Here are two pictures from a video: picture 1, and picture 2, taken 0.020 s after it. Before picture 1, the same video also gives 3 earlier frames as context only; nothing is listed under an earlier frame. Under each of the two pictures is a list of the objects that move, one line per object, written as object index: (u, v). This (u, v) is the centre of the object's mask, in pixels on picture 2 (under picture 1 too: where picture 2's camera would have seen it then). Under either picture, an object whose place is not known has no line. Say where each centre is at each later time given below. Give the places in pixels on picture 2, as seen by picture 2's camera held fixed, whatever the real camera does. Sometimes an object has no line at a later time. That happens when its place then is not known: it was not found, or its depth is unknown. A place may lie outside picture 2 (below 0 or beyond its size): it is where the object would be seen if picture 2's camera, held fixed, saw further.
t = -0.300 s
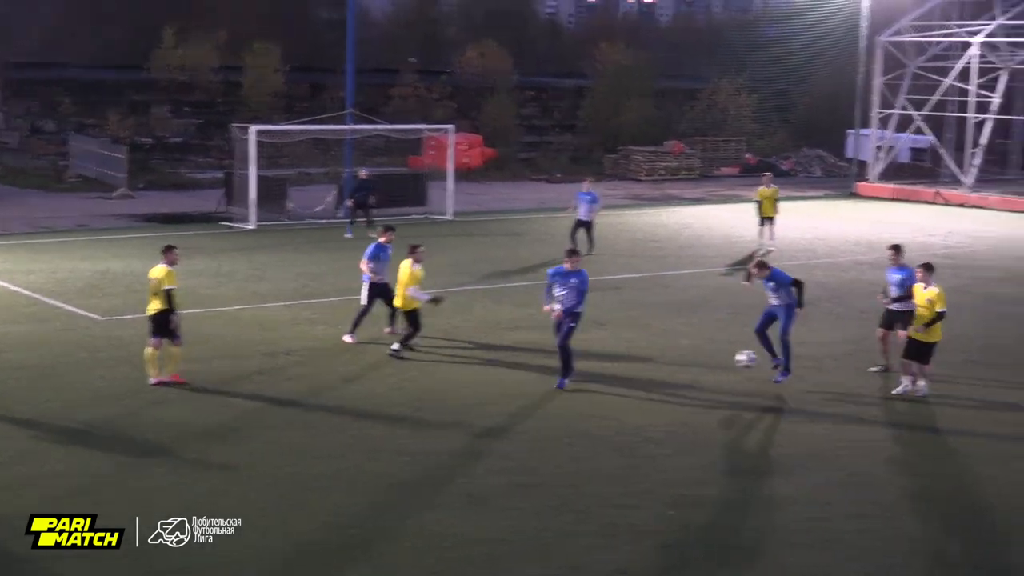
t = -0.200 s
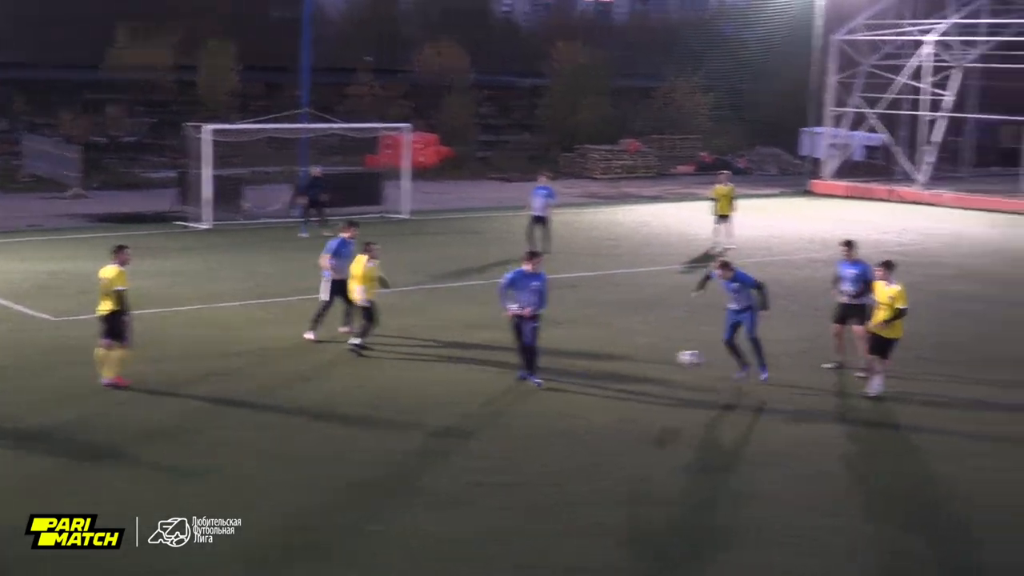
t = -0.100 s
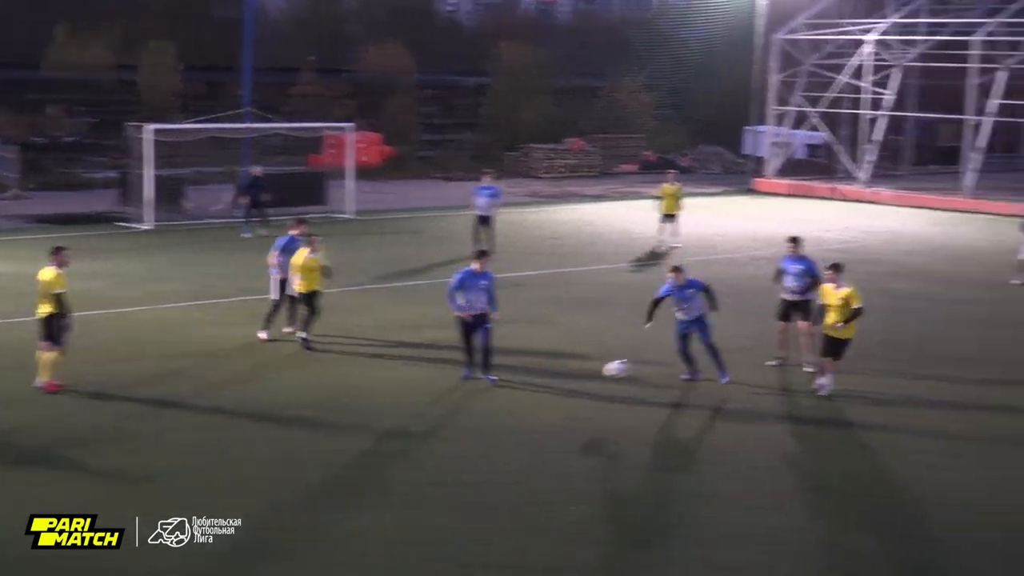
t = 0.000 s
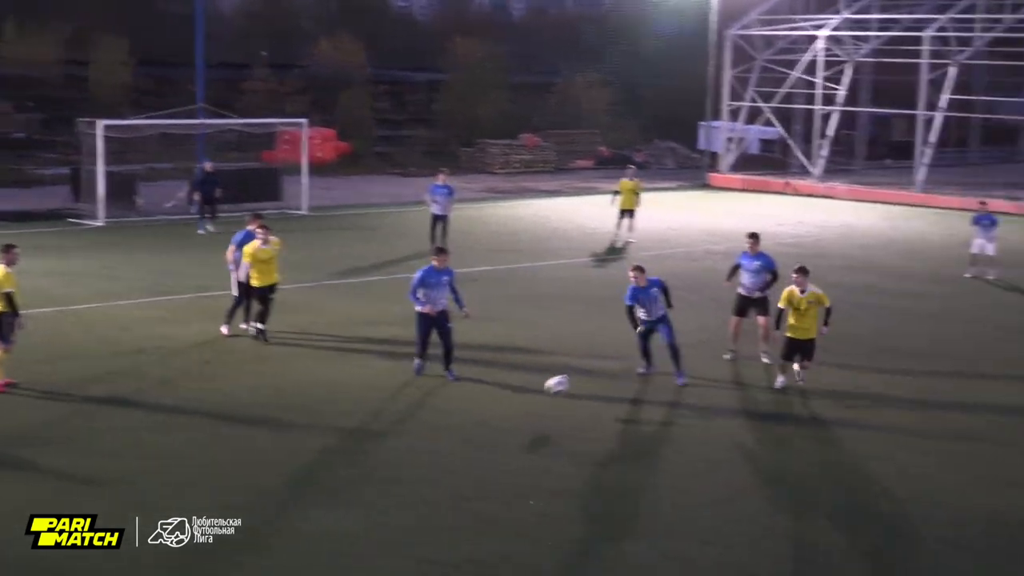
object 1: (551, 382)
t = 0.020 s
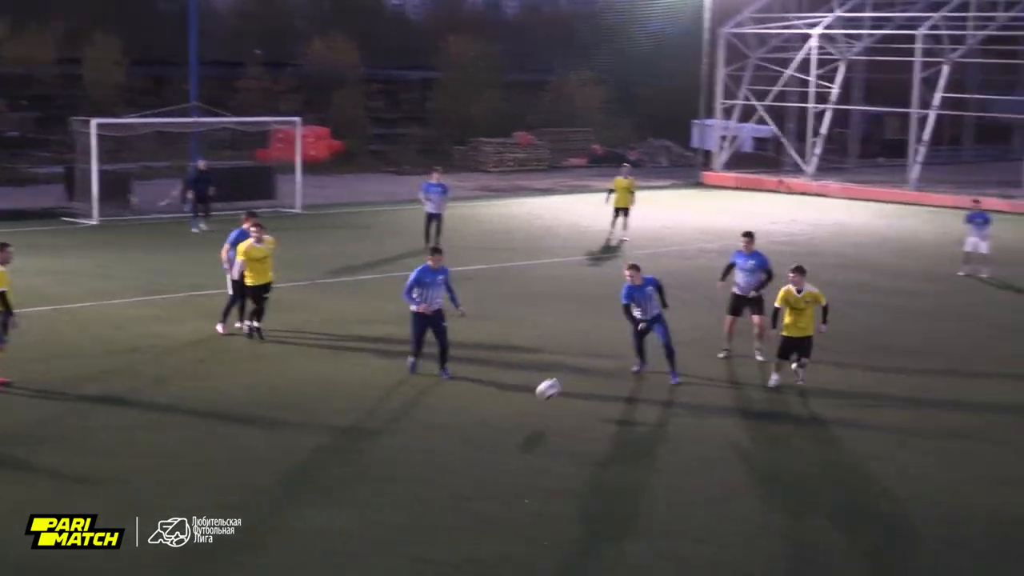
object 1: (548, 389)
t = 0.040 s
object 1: (545, 395)
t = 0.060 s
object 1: (542, 401)
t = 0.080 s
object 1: (539, 407)
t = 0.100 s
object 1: (536, 413)
